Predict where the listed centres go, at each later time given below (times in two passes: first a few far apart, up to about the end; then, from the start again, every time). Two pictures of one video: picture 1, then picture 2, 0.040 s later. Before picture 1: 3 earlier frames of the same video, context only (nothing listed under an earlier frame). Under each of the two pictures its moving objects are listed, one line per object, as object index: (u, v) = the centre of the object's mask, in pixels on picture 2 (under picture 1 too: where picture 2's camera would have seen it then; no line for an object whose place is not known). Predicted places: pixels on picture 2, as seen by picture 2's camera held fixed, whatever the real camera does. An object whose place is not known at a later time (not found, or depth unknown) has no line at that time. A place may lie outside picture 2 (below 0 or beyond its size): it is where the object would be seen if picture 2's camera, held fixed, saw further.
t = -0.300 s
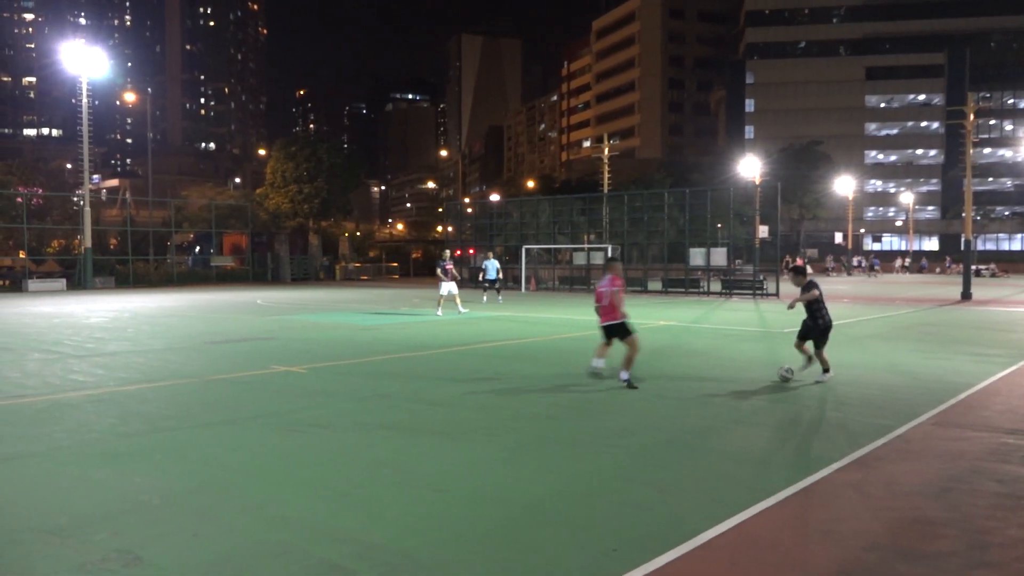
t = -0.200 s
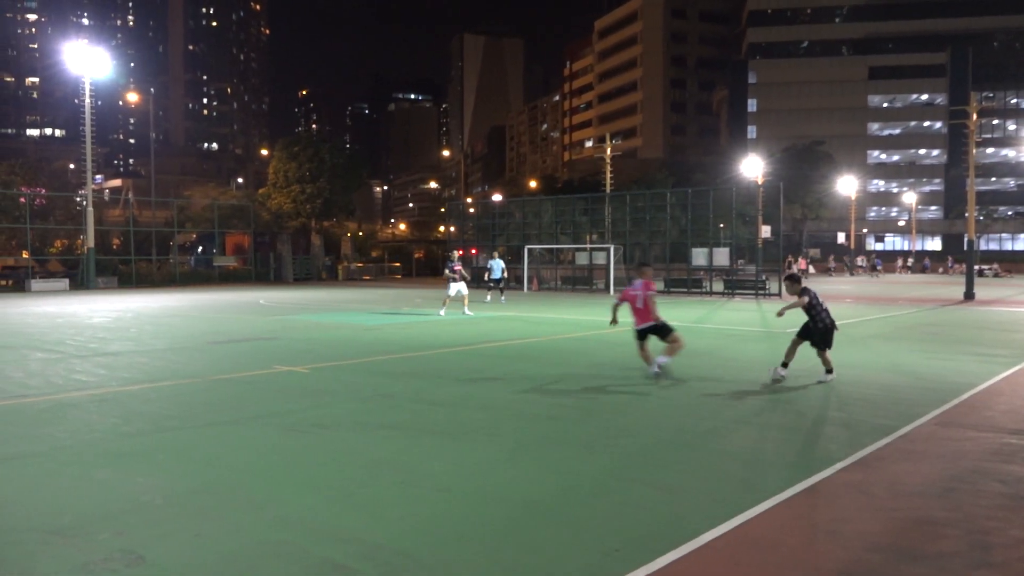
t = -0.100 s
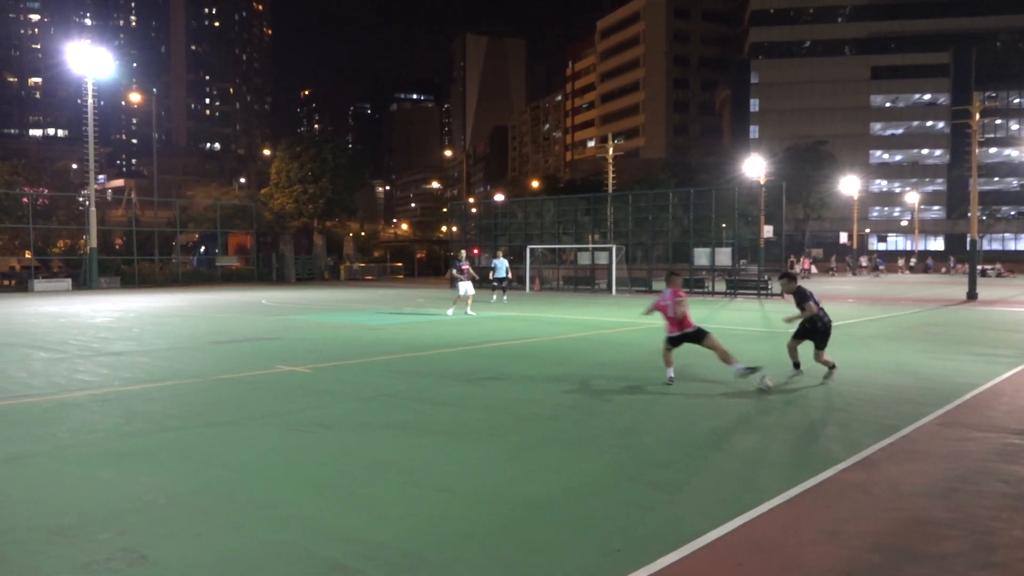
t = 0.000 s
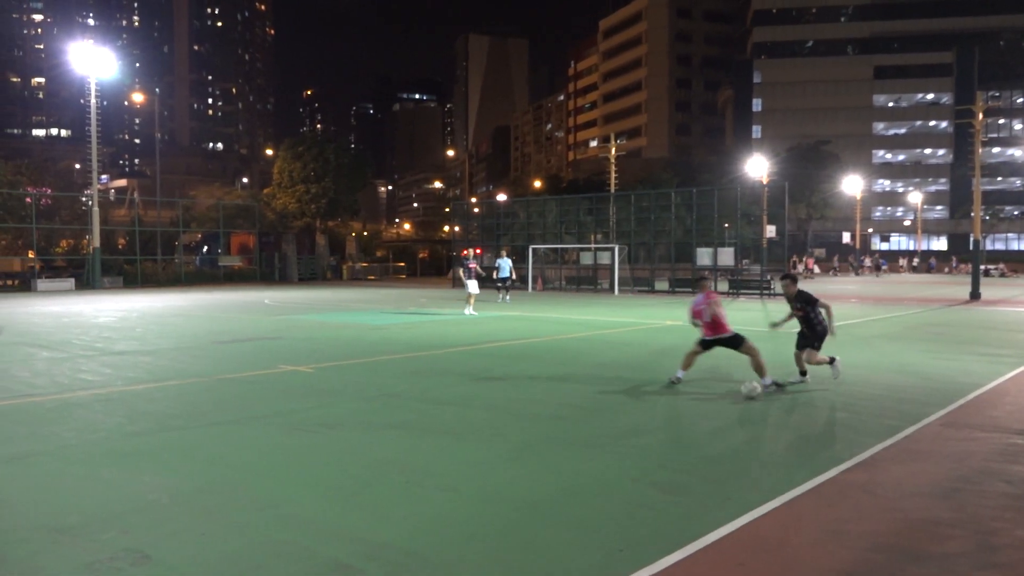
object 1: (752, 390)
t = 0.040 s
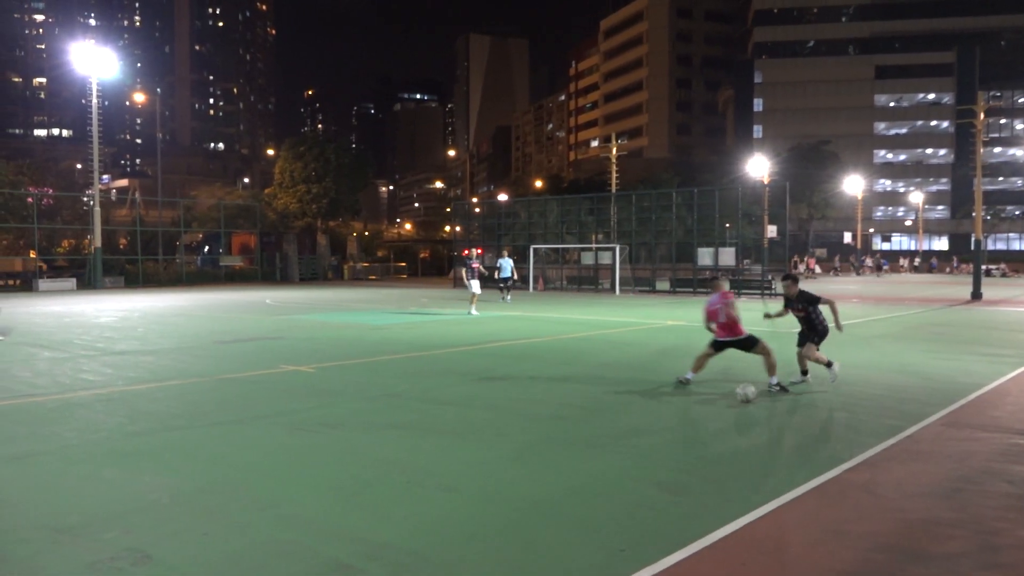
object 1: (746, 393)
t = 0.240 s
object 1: (718, 412)
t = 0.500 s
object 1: (686, 429)
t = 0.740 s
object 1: (654, 449)
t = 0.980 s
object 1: (622, 473)
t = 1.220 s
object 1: (579, 505)
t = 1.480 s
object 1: (521, 547)
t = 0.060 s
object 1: (743, 395)
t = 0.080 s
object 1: (740, 397)
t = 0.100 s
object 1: (737, 400)
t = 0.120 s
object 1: (734, 401)
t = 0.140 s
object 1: (732, 402)
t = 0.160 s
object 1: (729, 403)
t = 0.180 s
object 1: (727, 404)
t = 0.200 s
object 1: (724, 407)
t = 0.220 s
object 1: (721, 409)
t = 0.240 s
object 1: (718, 412)
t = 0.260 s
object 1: (716, 412)
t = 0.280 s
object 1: (714, 413)
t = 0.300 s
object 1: (711, 415)
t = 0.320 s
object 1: (709, 417)
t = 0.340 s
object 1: (707, 419)
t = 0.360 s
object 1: (704, 419)
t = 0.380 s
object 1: (702, 420)
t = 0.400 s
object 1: (699, 421)
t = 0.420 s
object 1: (696, 423)
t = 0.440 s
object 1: (693, 426)
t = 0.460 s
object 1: (691, 427)
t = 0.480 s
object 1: (688, 428)
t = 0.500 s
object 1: (686, 429)
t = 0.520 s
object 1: (683, 430)
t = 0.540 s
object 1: (680, 432)
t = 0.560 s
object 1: (677, 433)
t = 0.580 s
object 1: (675, 437)
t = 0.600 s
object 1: (673, 438)
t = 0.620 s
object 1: (670, 439)
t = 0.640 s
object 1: (667, 439)
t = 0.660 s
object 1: (665, 441)
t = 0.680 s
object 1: (662, 443)
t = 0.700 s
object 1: (659, 446)
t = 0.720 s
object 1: (656, 448)
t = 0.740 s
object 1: (654, 449)
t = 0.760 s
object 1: (652, 450)
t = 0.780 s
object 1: (649, 452)
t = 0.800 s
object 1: (646, 454)
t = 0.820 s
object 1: (644, 457)
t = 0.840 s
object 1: (641, 458)
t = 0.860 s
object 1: (639, 460)
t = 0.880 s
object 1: (636, 461)
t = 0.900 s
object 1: (633, 464)
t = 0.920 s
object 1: (630, 467)
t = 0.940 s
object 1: (627, 468)
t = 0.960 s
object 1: (625, 470)
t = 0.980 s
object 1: (622, 473)
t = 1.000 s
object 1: (619, 476)
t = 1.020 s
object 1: (617, 478)
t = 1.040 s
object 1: (613, 480)
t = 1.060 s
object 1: (610, 483)
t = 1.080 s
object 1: (606, 486)
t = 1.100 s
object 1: (602, 489)
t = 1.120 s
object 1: (599, 490)
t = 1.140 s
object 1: (596, 492)
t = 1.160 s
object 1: (592, 495)
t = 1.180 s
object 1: (587, 499)
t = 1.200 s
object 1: (583, 502)
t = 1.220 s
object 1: (579, 505)
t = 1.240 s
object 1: (574, 507)
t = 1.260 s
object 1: (569, 511)
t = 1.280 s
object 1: (565, 514)
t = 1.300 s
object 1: (560, 517)
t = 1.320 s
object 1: (555, 520)
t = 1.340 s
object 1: (552, 522)
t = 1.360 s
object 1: (547, 526)
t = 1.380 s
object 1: (544, 530)
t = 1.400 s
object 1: (539, 533)
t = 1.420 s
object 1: (535, 537)
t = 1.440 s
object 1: (530, 540)
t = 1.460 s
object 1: (526, 545)
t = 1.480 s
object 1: (521, 547)
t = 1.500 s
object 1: (514, 551)
